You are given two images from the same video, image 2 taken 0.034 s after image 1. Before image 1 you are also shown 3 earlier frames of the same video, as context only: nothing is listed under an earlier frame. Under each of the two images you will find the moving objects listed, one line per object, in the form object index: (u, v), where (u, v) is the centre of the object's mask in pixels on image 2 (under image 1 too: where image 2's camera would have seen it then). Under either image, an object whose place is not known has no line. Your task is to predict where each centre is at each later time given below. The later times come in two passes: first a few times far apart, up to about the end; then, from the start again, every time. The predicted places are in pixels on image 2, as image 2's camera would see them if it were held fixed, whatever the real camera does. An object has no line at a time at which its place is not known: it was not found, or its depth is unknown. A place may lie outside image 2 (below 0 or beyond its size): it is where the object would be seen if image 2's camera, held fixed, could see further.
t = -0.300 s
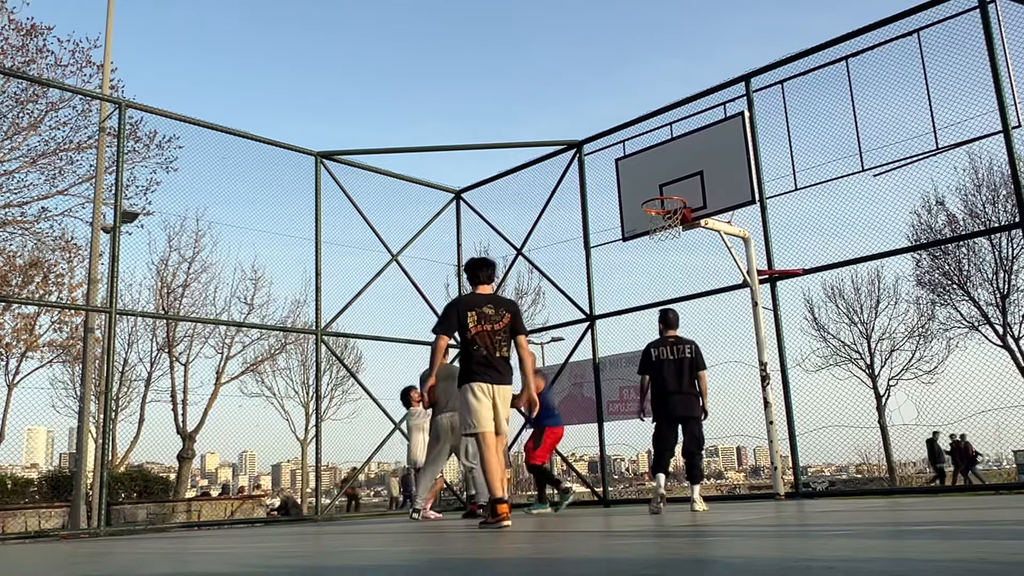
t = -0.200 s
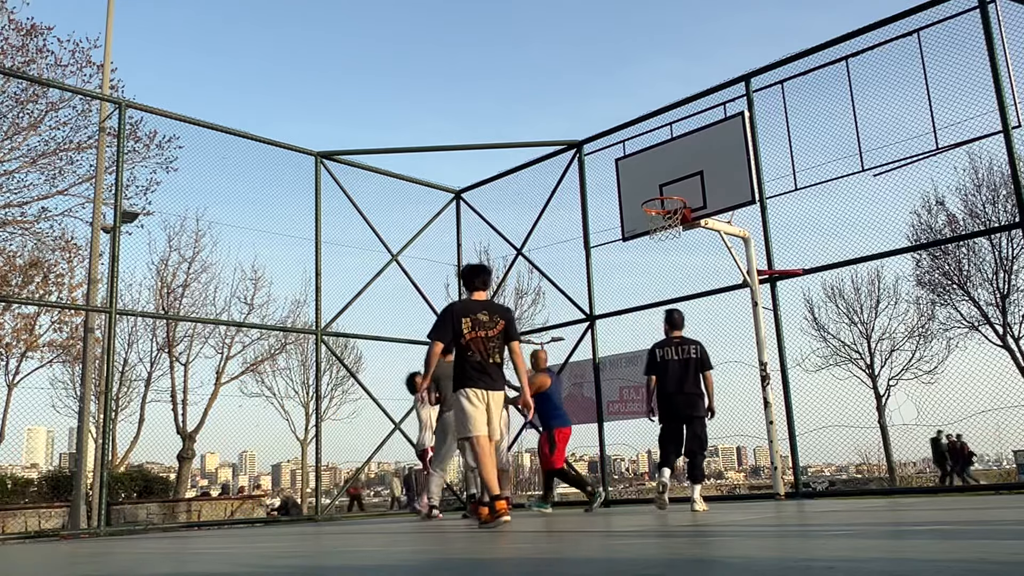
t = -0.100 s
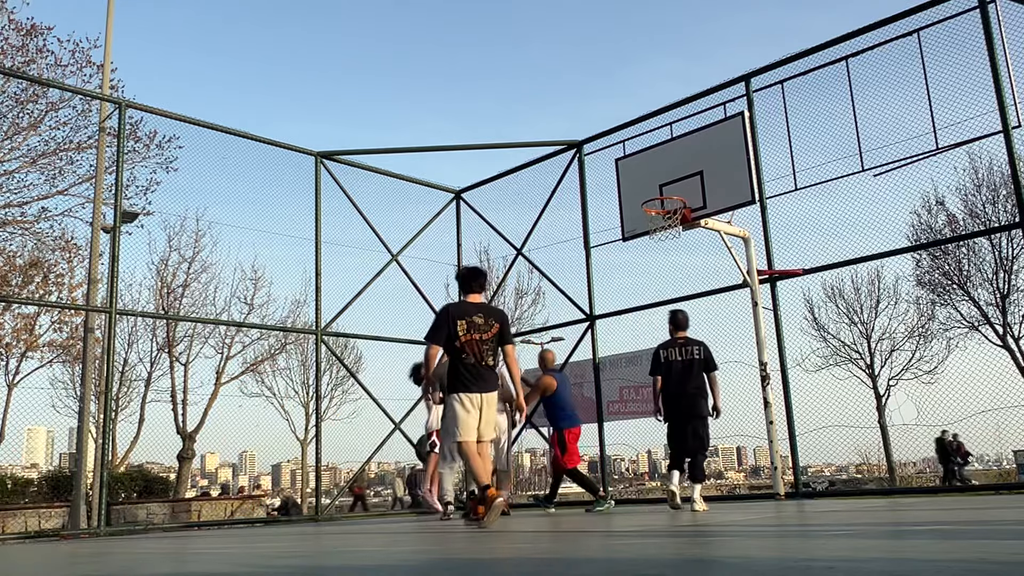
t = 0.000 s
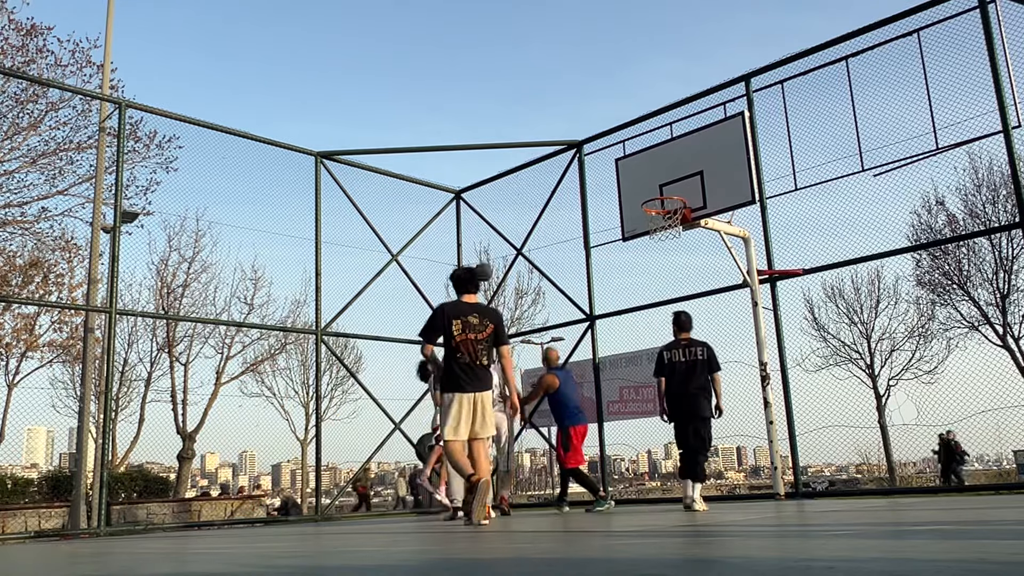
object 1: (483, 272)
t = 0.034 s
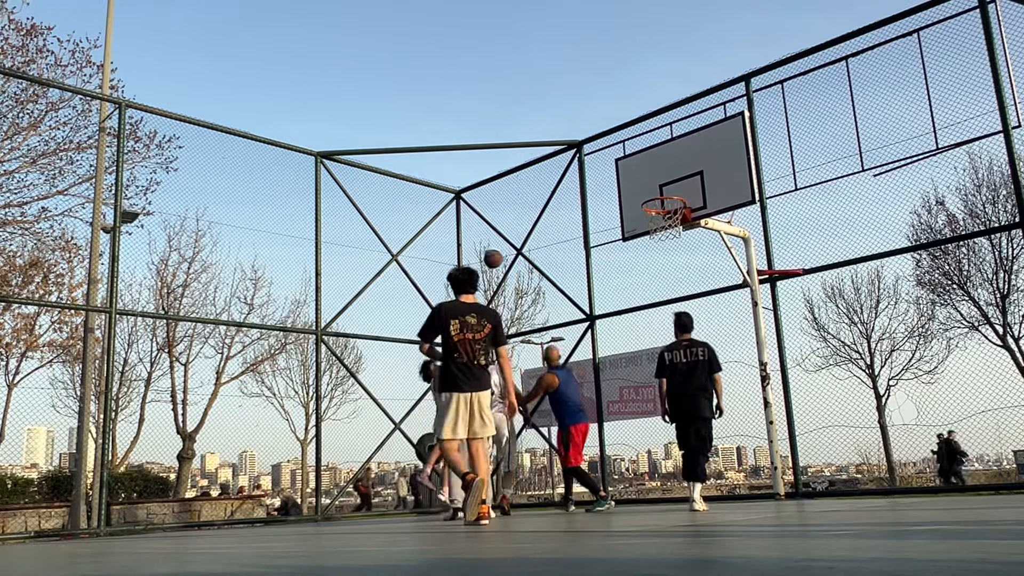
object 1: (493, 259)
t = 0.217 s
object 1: (547, 201)
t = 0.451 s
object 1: (599, 169)
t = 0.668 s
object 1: (545, 197)
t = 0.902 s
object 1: (490, 268)
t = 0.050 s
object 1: (498, 253)
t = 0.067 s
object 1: (503, 247)
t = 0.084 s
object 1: (508, 241)
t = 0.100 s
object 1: (513, 235)
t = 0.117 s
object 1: (517, 230)
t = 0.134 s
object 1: (522, 225)
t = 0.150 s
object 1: (527, 220)
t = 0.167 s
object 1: (532, 215)
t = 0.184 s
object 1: (537, 210)
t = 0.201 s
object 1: (542, 206)
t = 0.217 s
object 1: (547, 201)
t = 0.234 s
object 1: (552, 198)
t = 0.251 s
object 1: (557, 194)
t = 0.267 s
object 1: (563, 190)
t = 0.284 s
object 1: (567, 187)
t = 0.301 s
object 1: (572, 184)
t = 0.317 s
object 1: (578, 181)
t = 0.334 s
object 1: (583, 178)
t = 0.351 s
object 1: (588, 176)
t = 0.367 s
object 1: (593, 173)
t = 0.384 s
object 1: (599, 171)
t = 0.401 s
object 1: (604, 169)
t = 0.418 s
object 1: (606, 168)
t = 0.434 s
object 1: (603, 169)
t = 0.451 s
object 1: (599, 169)
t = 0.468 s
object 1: (594, 170)
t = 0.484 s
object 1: (589, 171)
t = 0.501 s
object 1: (586, 172)
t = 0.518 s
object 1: (582, 174)
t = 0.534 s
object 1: (578, 176)
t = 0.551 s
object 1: (574, 177)
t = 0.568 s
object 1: (570, 180)
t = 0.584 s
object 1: (566, 182)
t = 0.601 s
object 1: (562, 184)
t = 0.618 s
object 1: (558, 187)
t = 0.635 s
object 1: (554, 190)
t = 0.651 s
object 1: (549, 193)
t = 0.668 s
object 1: (545, 197)
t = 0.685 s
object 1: (541, 200)
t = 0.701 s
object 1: (537, 204)
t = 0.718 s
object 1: (534, 208)
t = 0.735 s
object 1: (529, 213)
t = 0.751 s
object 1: (525, 217)
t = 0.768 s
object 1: (521, 222)
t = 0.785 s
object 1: (517, 227)
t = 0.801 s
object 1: (513, 232)
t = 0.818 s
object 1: (510, 238)
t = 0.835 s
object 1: (506, 243)
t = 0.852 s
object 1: (502, 249)
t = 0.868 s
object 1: (498, 255)
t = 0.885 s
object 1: (494, 262)
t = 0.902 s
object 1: (490, 268)
